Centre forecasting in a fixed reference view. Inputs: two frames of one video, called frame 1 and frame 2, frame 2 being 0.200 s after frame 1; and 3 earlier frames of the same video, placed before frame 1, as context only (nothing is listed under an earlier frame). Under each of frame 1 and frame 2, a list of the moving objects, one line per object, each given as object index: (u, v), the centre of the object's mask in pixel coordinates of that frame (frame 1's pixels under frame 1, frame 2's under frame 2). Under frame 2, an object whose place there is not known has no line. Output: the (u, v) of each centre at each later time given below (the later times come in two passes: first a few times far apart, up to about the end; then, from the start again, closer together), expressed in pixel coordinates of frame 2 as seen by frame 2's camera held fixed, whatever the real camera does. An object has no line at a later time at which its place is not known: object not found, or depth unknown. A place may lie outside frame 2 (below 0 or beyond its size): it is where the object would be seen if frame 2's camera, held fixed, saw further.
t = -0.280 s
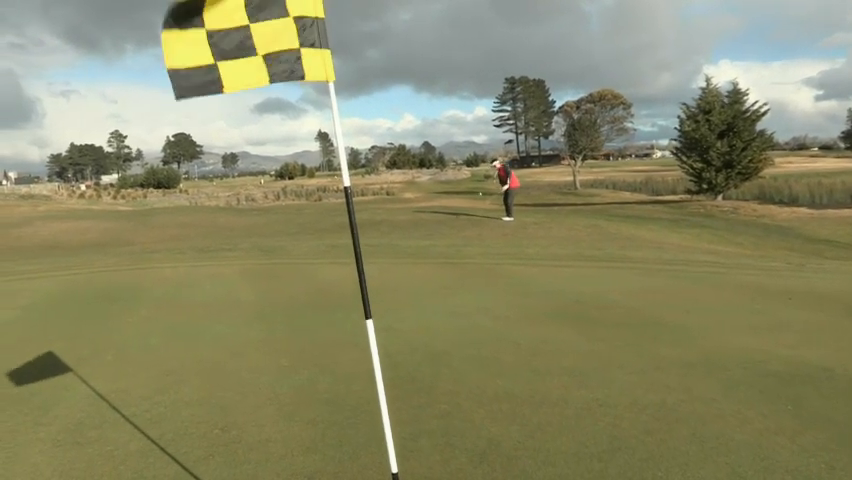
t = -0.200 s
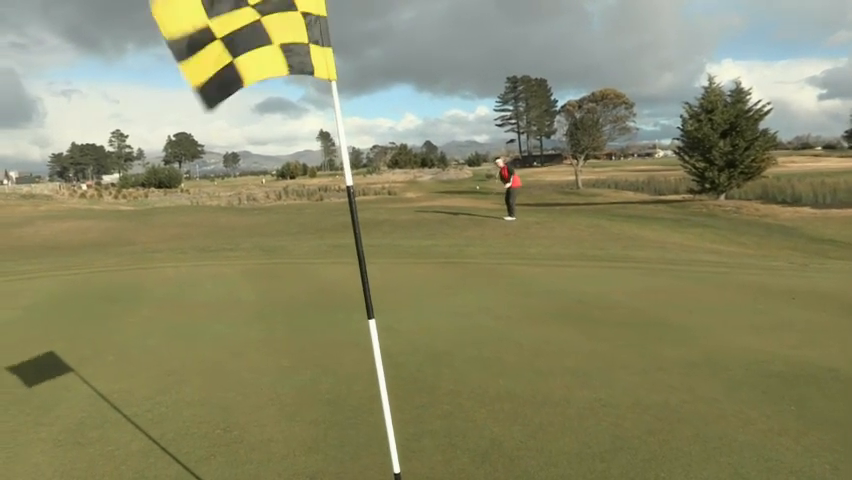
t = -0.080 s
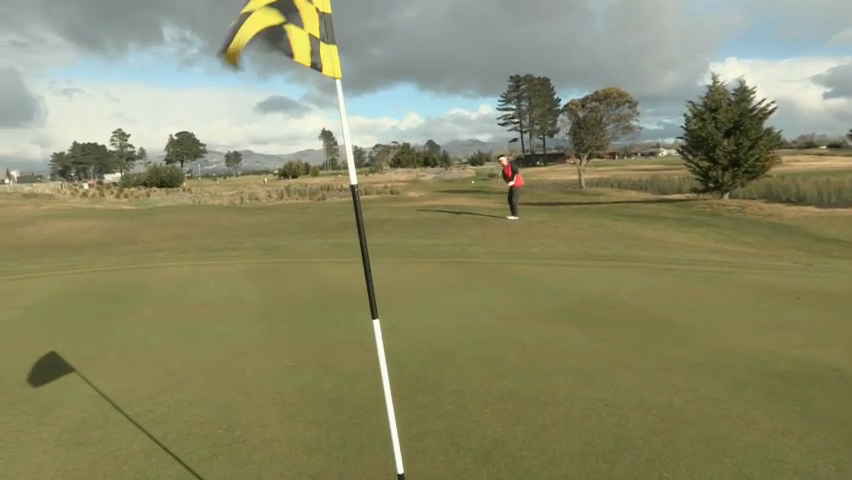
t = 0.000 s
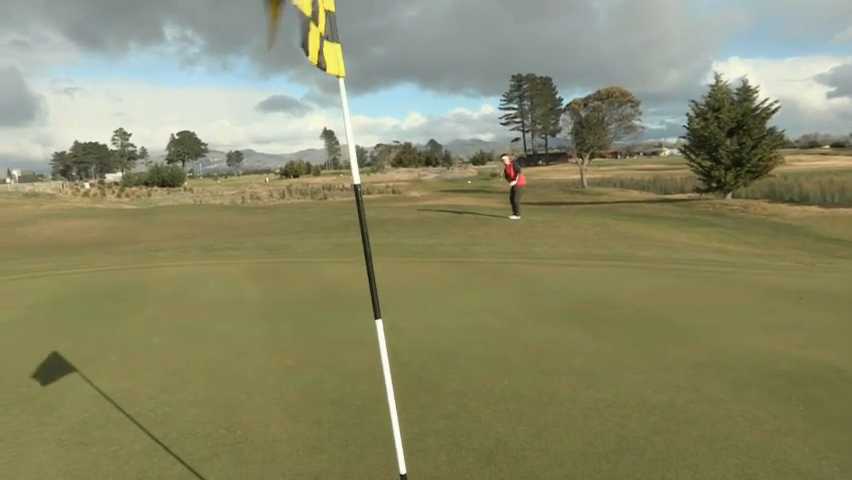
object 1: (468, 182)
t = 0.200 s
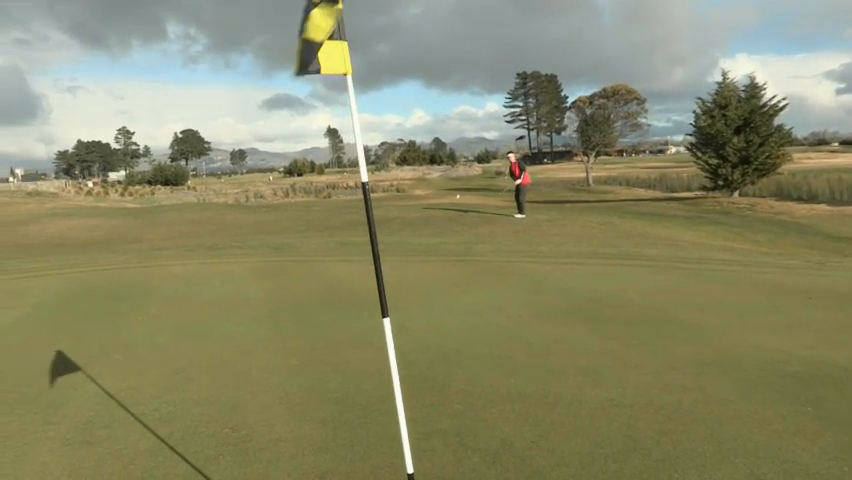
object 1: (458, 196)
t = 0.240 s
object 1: (454, 202)
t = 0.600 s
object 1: (415, 274)
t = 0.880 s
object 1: (383, 298)
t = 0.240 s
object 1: (454, 202)
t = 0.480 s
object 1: (428, 272)
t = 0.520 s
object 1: (424, 278)
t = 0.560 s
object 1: (420, 276)
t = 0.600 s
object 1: (415, 274)
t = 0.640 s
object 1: (412, 273)
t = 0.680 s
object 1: (407, 274)
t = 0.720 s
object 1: (403, 276)
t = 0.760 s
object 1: (398, 279)
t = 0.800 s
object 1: (394, 283)
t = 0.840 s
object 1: (388, 291)
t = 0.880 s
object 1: (383, 298)
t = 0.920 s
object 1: (376, 309)
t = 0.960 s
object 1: (370, 320)
